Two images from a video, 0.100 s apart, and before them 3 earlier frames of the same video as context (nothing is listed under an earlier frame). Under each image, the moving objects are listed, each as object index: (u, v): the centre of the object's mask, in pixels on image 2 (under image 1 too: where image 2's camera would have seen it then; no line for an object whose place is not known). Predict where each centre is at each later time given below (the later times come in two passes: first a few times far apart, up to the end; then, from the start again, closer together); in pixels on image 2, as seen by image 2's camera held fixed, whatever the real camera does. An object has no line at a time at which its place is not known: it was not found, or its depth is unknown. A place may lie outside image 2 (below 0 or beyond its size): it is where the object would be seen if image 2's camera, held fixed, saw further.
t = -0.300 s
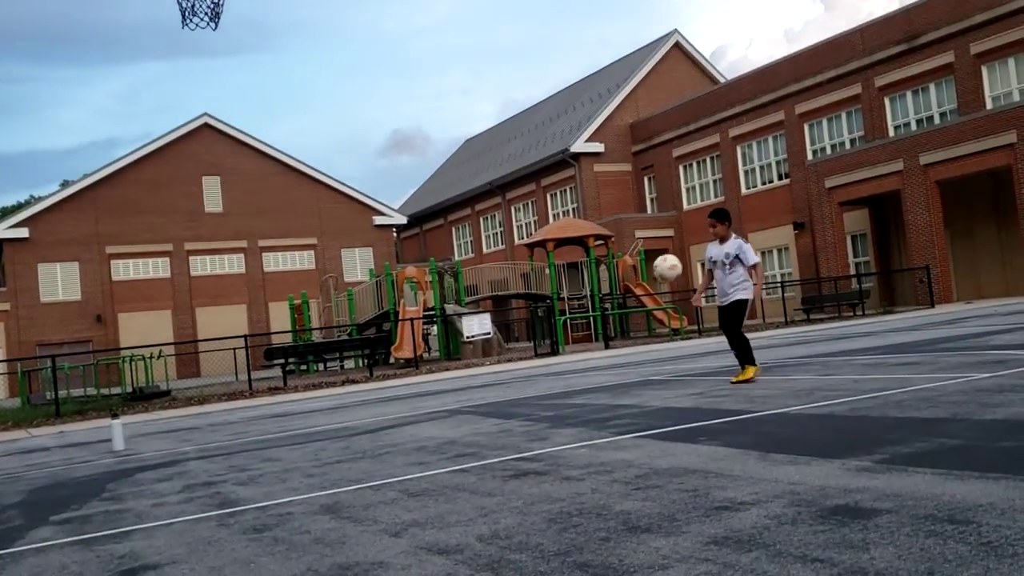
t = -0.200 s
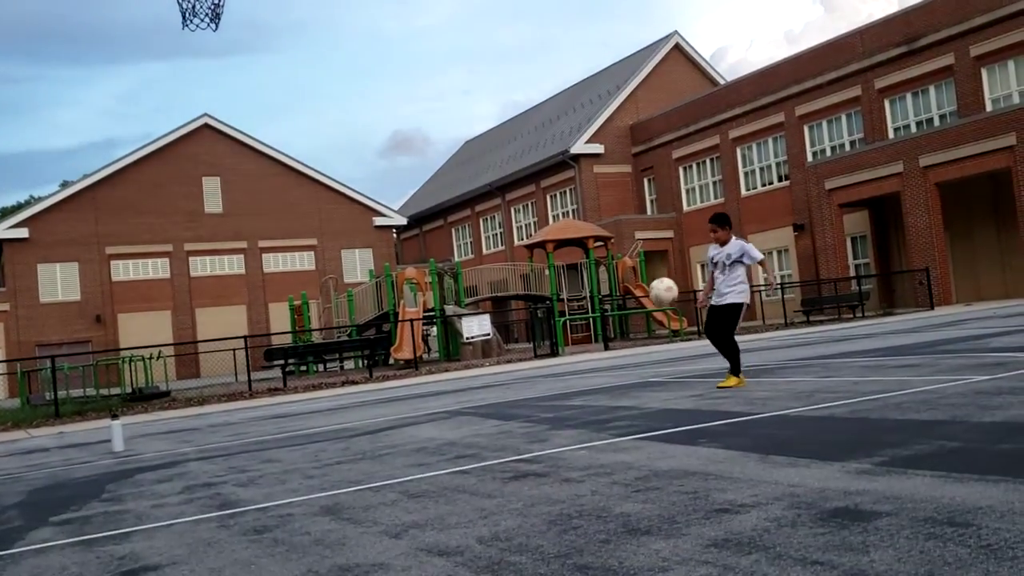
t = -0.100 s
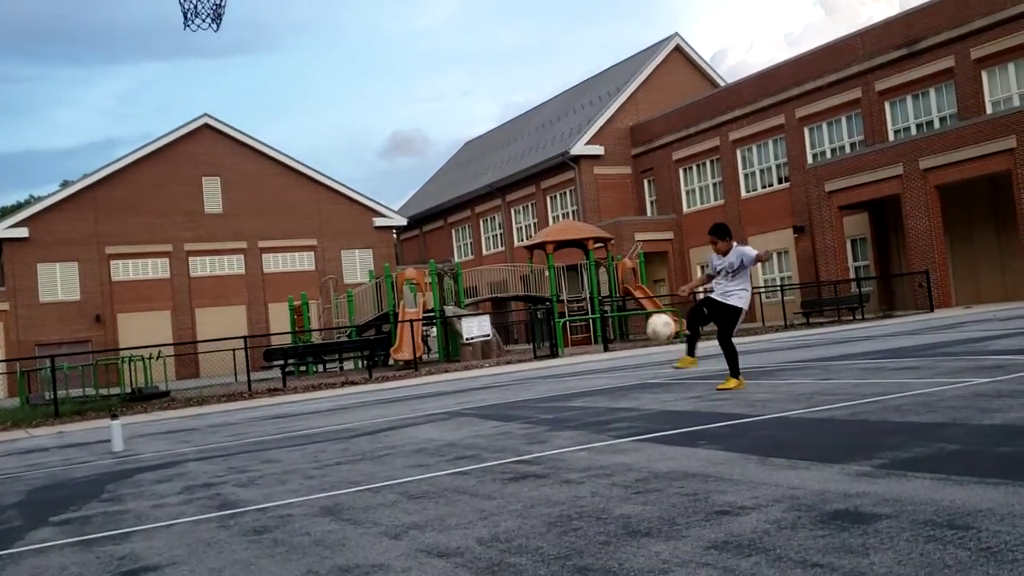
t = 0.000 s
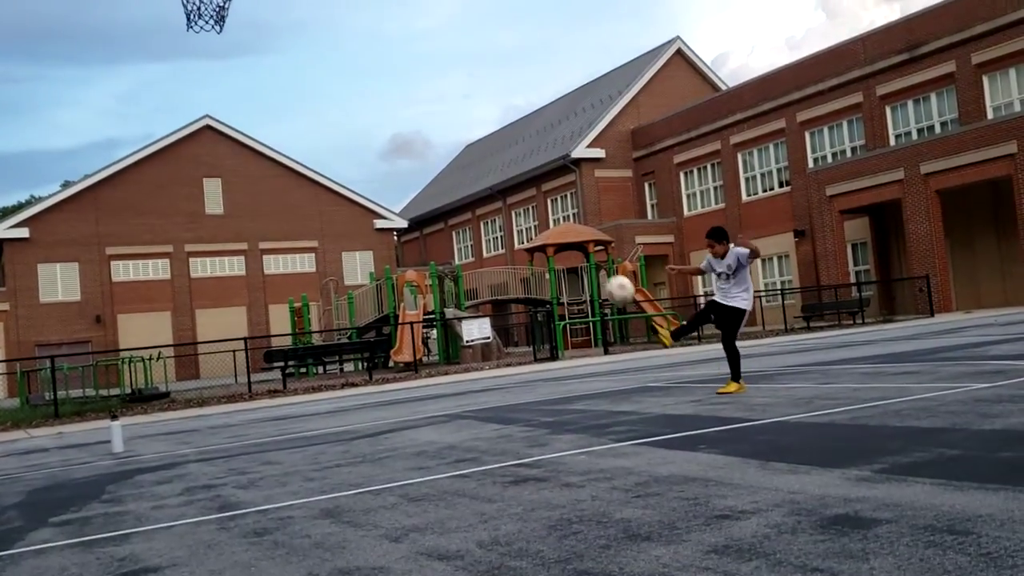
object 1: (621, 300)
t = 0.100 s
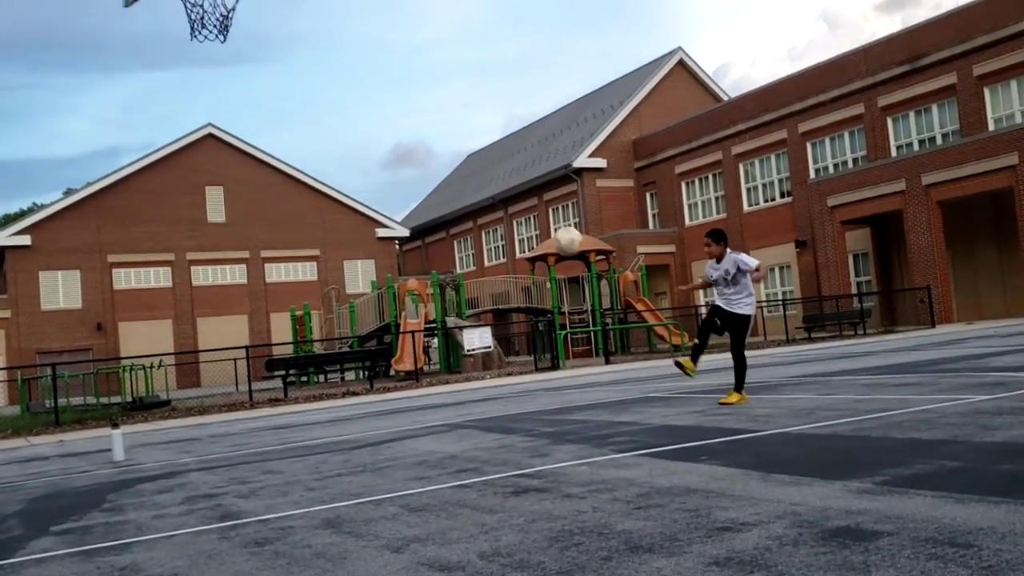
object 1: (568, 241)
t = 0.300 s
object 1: (463, 162)
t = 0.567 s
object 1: (325, 136)
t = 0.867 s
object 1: (167, 223)
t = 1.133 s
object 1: (14, 419)
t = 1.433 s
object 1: (-86, 342)
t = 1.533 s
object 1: (-110, 304)
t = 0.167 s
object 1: (533, 209)
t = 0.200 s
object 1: (515, 195)
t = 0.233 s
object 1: (498, 183)
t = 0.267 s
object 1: (480, 172)
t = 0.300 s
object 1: (463, 162)
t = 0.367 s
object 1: (428, 147)
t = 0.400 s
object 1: (411, 142)
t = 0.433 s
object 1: (394, 138)
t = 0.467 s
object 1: (376, 135)
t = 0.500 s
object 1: (359, 134)
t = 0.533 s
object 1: (341, 133)
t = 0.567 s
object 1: (325, 136)
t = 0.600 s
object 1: (308, 140)
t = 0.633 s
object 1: (292, 145)
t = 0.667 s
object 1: (273, 151)
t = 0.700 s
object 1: (256, 158)
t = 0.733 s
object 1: (239, 168)
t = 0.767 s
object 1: (221, 180)
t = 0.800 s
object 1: (203, 193)
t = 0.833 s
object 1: (186, 206)
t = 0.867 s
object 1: (167, 223)
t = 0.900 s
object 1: (149, 241)
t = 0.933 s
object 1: (130, 261)
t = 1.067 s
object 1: (55, 358)
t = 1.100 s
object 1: (35, 388)
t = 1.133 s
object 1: (14, 419)
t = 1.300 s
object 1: (-52, 413)
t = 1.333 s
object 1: (-62, 394)
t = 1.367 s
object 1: (-70, 375)
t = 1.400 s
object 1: (-78, 357)
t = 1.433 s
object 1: (-86, 342)
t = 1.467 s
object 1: (-95, 328)
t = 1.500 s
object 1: (-102, 315)
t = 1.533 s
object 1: (-110, 304)
